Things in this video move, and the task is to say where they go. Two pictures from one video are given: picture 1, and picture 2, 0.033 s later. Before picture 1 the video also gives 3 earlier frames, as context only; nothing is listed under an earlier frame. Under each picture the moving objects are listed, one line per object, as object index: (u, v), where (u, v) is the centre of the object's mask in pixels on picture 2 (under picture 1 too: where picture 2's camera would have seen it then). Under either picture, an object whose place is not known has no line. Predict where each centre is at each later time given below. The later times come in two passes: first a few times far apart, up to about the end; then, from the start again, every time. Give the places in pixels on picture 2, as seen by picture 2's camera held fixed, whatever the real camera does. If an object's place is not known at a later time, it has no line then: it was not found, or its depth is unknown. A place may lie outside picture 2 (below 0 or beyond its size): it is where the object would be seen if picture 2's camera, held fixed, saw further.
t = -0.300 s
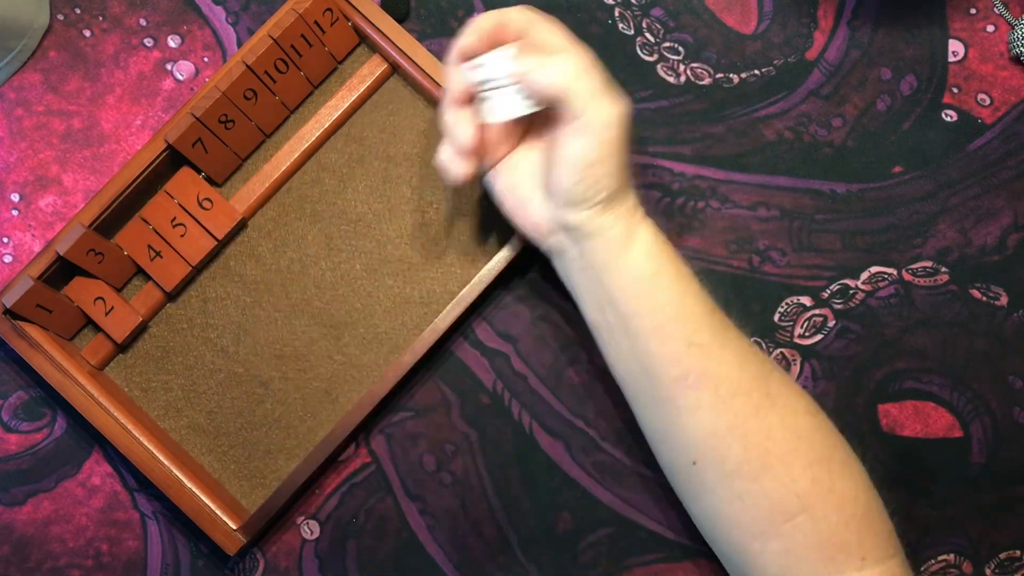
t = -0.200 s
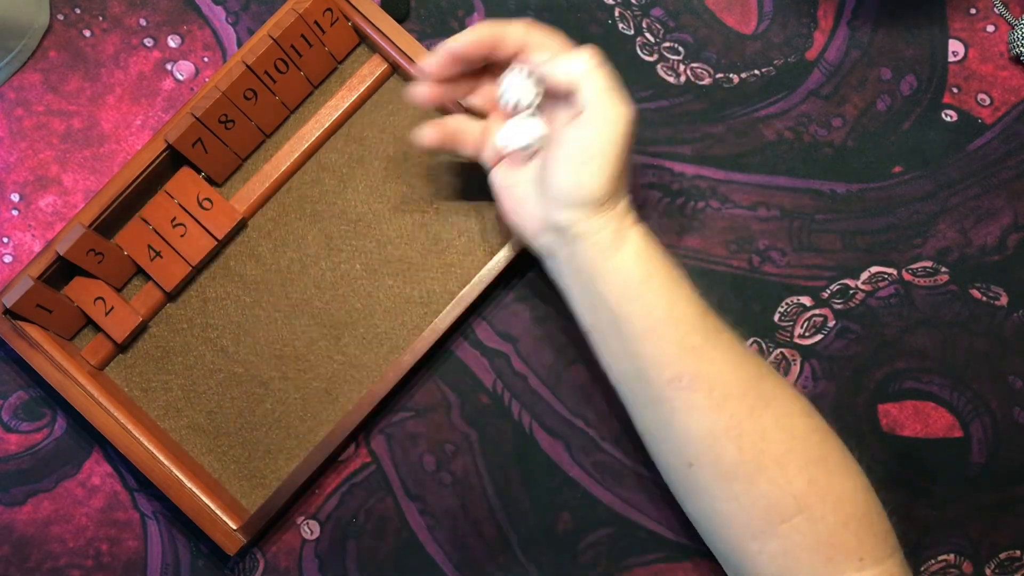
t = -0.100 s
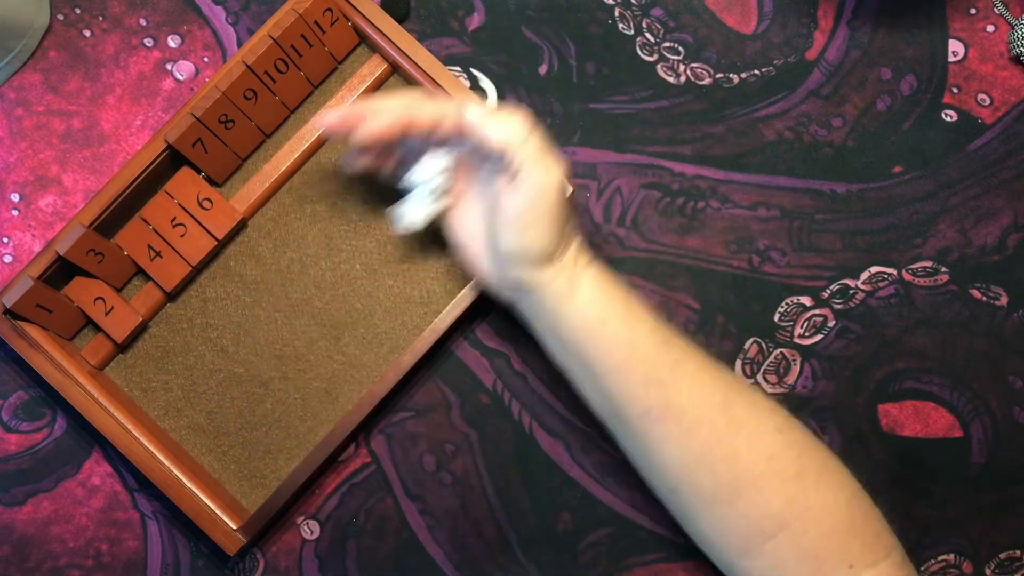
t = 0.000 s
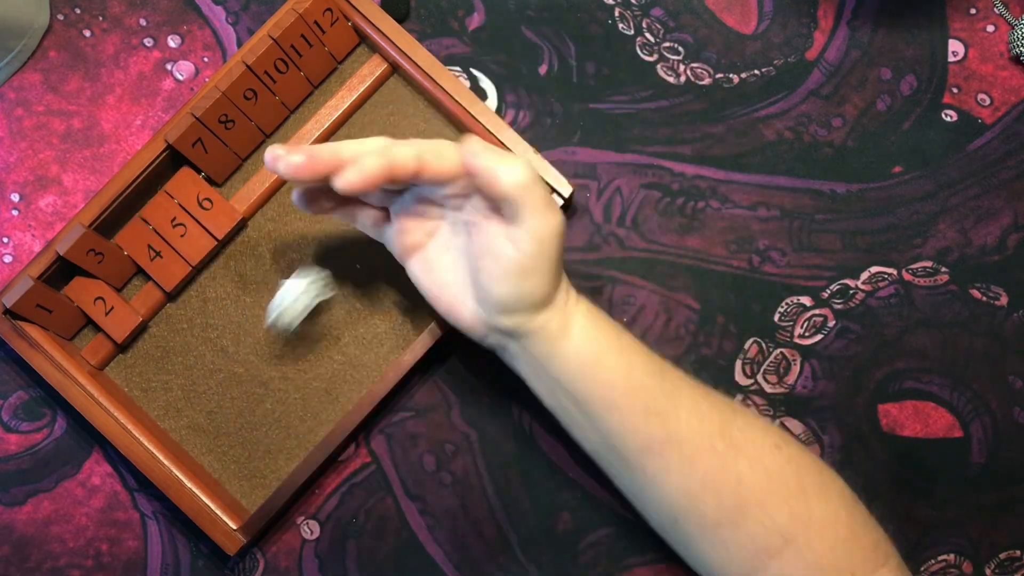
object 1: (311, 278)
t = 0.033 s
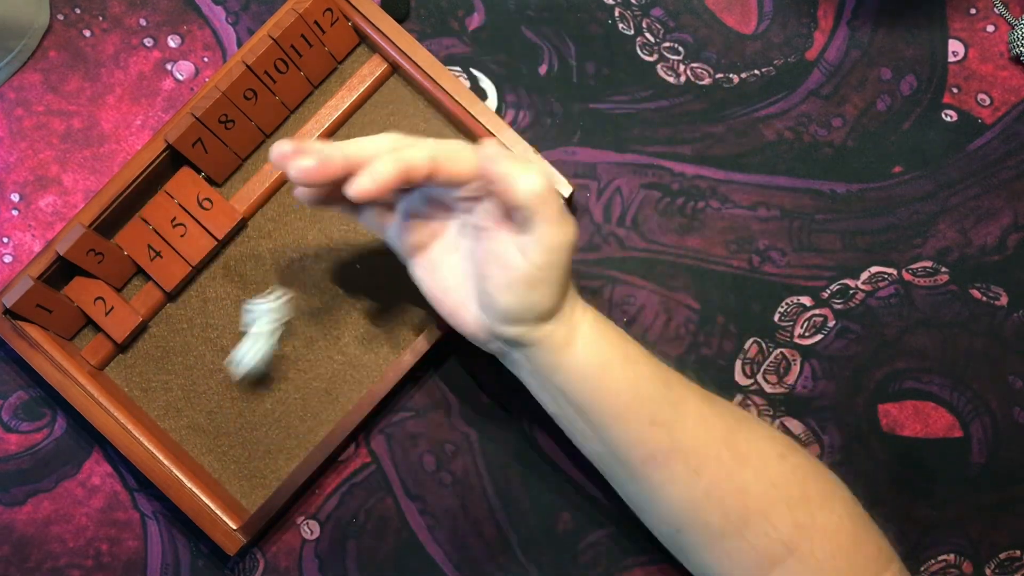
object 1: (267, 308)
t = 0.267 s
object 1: (179, 359)
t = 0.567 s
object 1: (196, 346)
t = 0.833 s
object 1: (196, 346)
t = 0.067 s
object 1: (230, 333)
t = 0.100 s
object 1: (198, 355)
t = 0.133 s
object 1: (168, 376)
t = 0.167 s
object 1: (143, 392)
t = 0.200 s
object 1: (154, 379)
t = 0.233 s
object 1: (170, 368)
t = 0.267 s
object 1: (179, 359)
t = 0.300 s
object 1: (188, 352)
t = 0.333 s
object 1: (193, 346)
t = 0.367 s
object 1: (196, 345)
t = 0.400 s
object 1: (196, 345)
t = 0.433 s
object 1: (196, 345)
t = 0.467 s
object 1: (196, 345)
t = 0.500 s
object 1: (196, 345)
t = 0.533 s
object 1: (196, 345)
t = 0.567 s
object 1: (196, 346)
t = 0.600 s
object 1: (196, 345)
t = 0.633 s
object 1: (196, 346)
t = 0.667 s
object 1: (196, 345)
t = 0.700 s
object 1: (196, 346)
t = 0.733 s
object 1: (196, 346)
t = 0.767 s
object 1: (196, 346)
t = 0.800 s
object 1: (196, 346)
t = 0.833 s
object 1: (196, 346)
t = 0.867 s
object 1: (196, 345)
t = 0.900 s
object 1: (196, 345)
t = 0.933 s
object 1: (196, 345)
